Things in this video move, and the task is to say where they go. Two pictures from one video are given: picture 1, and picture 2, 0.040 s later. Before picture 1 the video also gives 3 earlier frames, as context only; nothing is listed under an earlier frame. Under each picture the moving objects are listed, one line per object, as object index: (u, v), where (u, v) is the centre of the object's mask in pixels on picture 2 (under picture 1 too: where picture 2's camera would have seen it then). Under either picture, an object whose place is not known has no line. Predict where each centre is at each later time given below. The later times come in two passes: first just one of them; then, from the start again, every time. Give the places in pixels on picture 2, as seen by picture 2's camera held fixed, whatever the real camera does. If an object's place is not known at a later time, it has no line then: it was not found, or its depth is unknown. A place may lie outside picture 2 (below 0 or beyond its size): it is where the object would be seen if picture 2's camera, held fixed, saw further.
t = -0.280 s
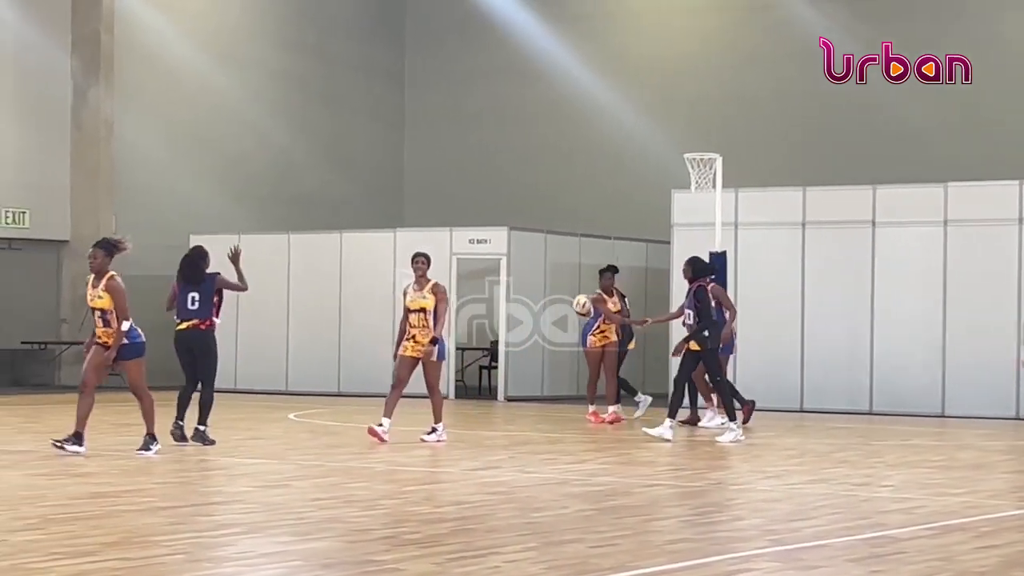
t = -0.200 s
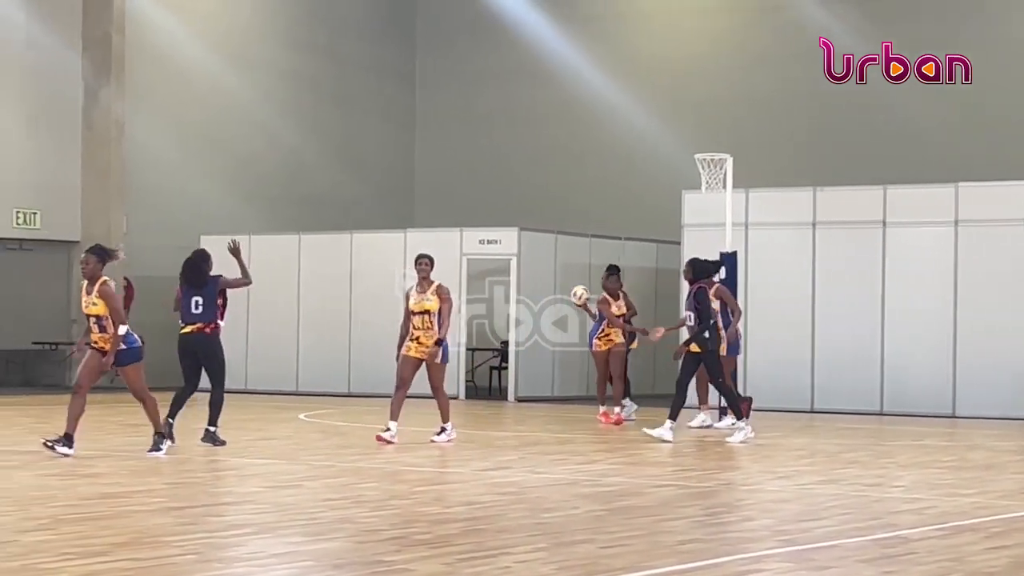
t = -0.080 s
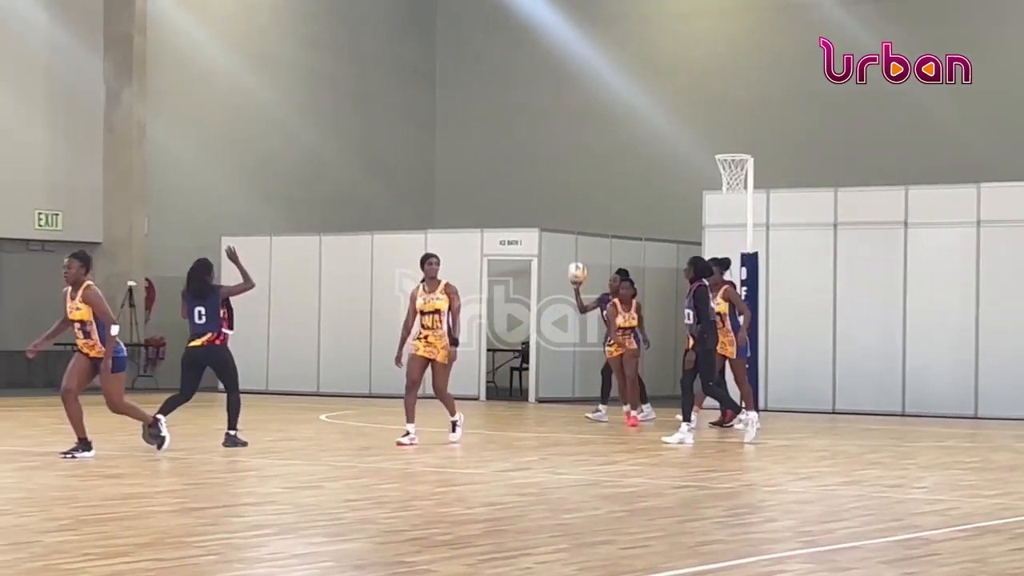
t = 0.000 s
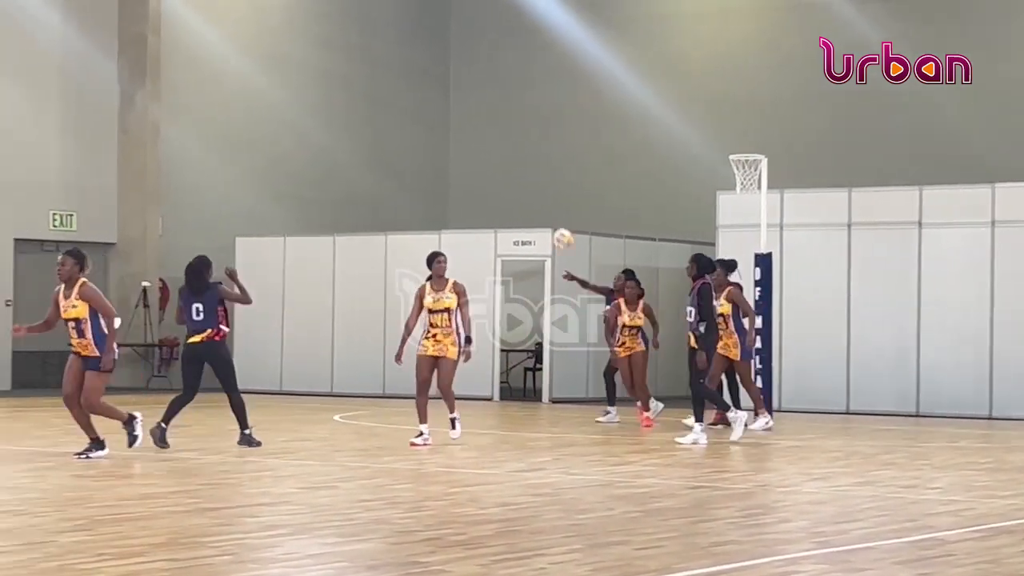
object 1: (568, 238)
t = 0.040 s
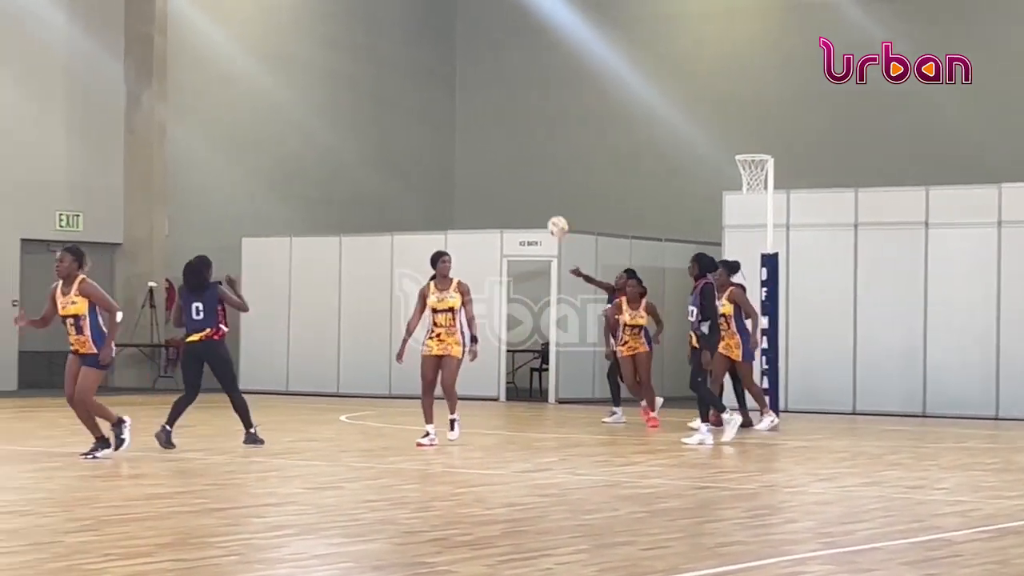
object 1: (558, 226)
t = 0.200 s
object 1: (510, 179)
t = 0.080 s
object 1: (548, 214)
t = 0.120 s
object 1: (532, 197)
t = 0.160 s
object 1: (522, 188)
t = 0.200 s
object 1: (510, 179)
